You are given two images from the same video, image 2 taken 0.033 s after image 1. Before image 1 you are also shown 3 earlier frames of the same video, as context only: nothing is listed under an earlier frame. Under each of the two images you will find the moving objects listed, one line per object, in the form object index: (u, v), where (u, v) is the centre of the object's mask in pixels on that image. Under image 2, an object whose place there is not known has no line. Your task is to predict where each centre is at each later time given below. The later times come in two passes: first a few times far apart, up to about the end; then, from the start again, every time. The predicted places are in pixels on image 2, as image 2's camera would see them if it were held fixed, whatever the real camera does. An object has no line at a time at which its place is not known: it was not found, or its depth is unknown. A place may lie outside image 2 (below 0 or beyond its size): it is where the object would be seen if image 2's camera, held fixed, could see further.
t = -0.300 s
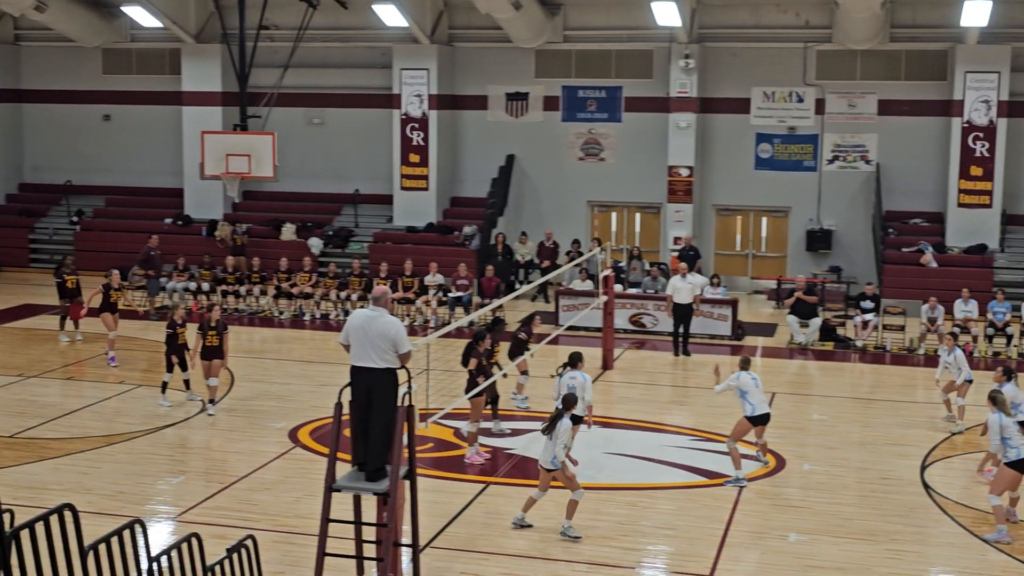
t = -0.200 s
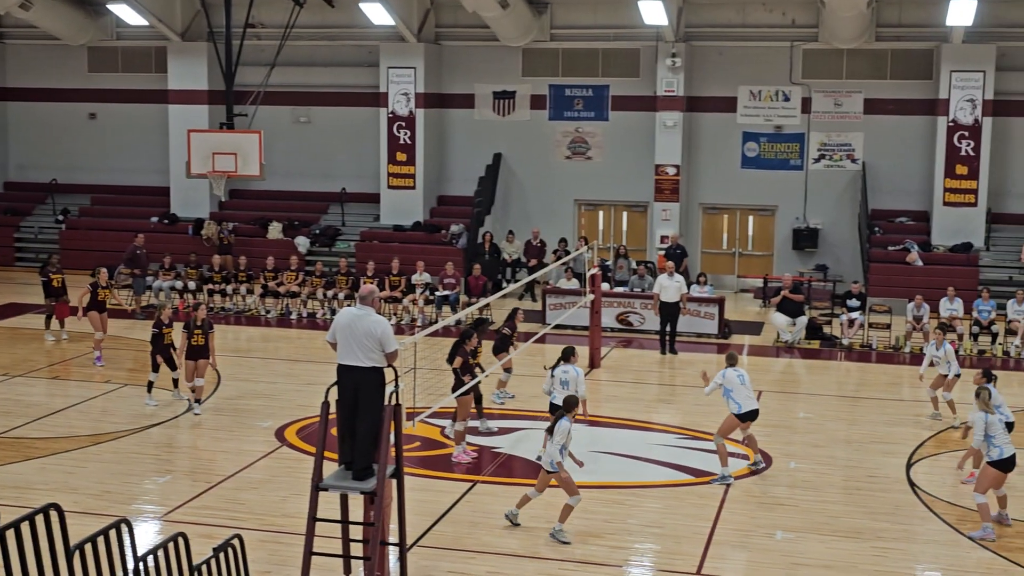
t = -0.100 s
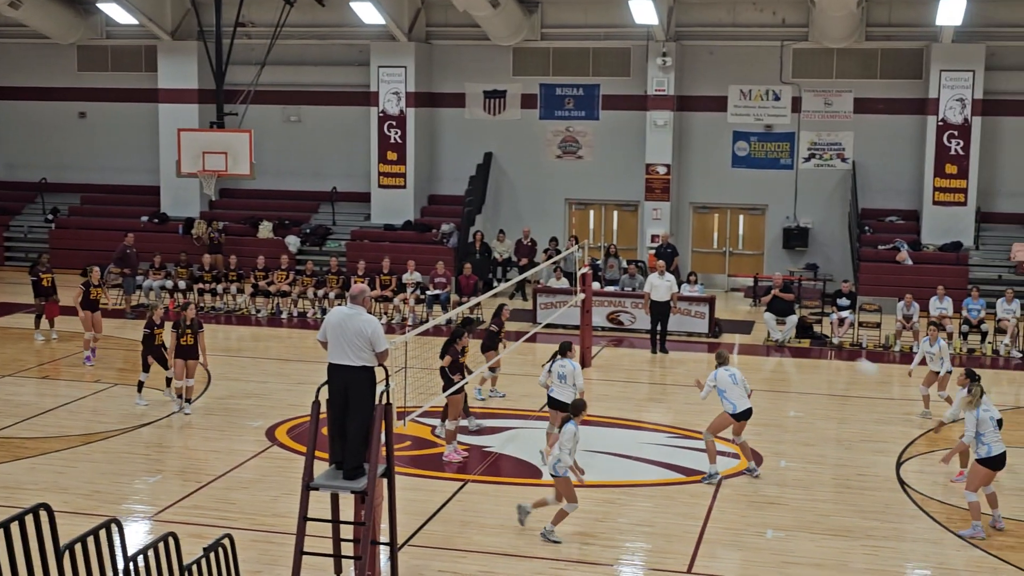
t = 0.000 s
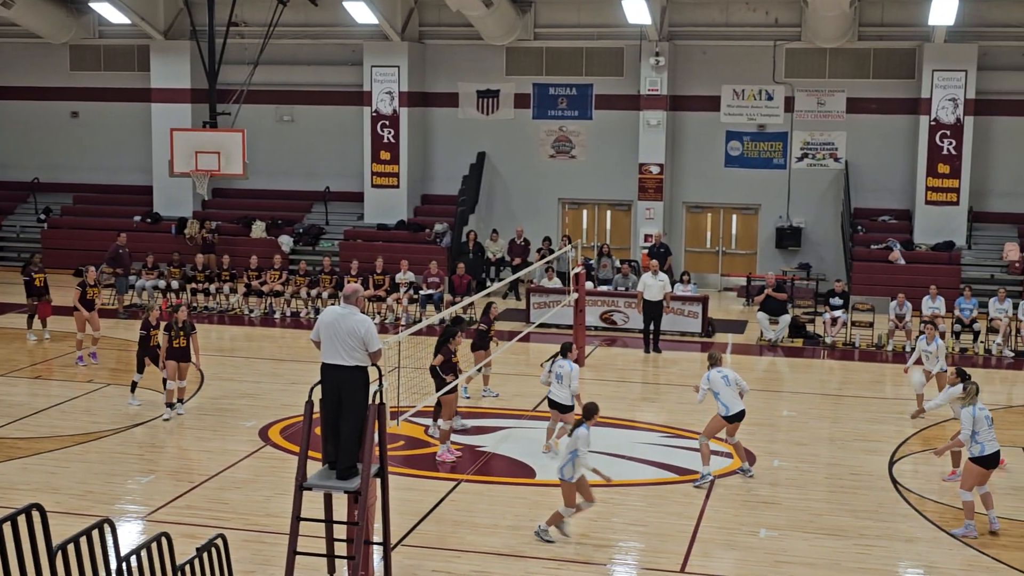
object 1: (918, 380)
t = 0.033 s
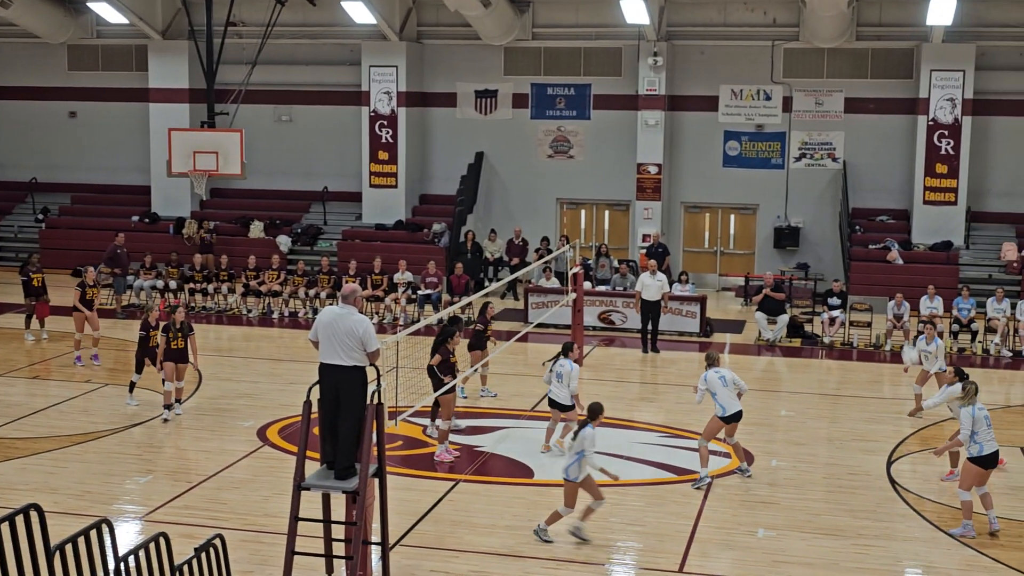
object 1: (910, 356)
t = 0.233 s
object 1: (880, 238)
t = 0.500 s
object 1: (843, 127)
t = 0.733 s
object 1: (811, 76)
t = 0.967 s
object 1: (780, 66)
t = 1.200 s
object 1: (746, 95)
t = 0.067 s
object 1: (905, 334)
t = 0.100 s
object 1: (899, 313)
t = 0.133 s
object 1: (895, 291)
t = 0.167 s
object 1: (890, 274)
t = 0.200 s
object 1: (885, 256)
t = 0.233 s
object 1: (880, 238)
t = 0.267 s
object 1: (875, 221)
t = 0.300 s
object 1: (870, 205)
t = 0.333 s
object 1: (866, 190)
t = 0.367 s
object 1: (861, 175)
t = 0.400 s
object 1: (856, 162)
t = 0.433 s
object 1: (852, 150)
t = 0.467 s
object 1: (847, 138)
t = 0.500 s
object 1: (843, 127)
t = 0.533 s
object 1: (839, 117)
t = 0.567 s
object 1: (834, 108)
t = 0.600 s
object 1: (829, 100)
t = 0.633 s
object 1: (825, 92)
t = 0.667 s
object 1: (820, 86)
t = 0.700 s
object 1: (816, 80)
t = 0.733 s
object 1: (811, 76)
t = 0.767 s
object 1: (807, 72)
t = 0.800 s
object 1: (802, 69)
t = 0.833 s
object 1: (797, 67)
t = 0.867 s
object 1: (793, 65)
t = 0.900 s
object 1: (788, 65)
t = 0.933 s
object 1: (784, 65)
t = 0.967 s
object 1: (780, 66)
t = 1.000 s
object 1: (775, 68)
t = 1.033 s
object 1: (771, 71)
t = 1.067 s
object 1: (766, 74)
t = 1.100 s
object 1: (761, 79)
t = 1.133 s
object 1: (756, 84)
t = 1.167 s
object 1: (751, 90)
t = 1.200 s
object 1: (746, 95)
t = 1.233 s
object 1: (741, 104)
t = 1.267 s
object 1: (737, 112)
